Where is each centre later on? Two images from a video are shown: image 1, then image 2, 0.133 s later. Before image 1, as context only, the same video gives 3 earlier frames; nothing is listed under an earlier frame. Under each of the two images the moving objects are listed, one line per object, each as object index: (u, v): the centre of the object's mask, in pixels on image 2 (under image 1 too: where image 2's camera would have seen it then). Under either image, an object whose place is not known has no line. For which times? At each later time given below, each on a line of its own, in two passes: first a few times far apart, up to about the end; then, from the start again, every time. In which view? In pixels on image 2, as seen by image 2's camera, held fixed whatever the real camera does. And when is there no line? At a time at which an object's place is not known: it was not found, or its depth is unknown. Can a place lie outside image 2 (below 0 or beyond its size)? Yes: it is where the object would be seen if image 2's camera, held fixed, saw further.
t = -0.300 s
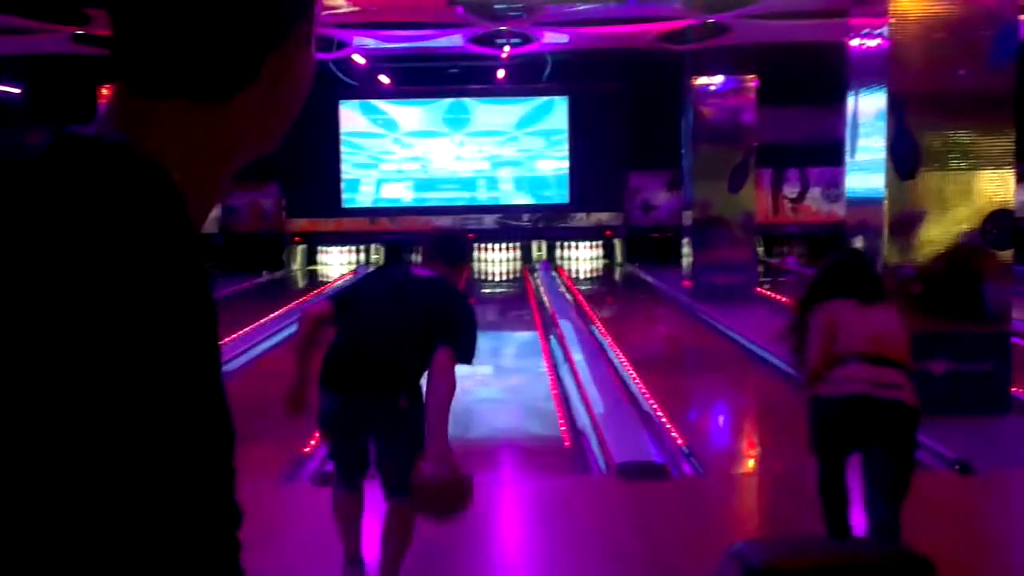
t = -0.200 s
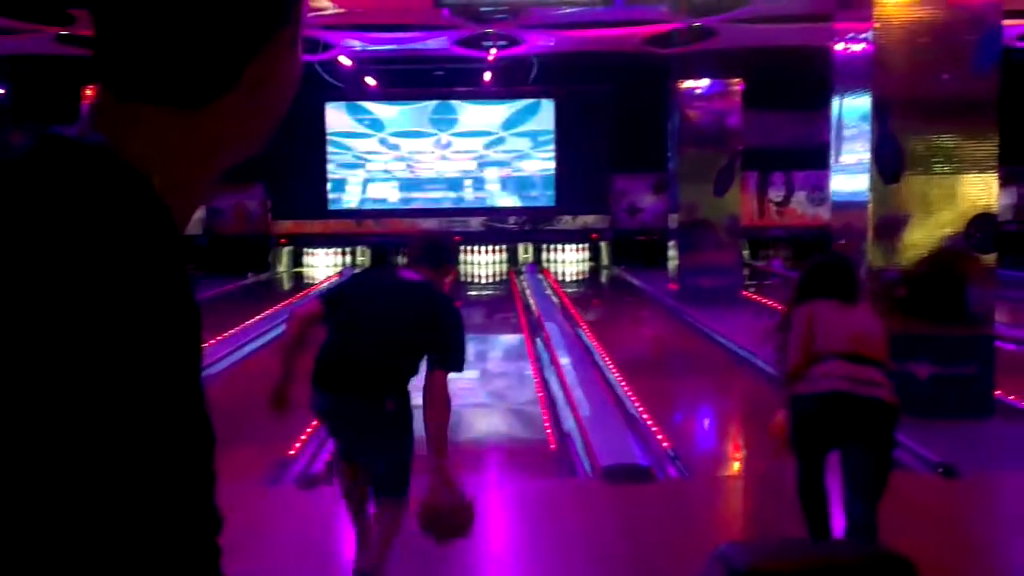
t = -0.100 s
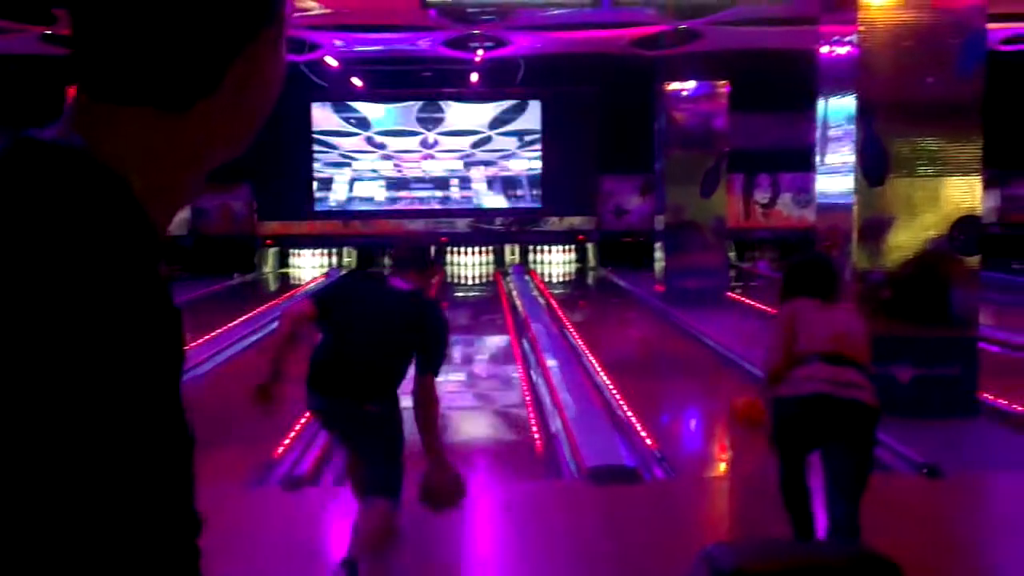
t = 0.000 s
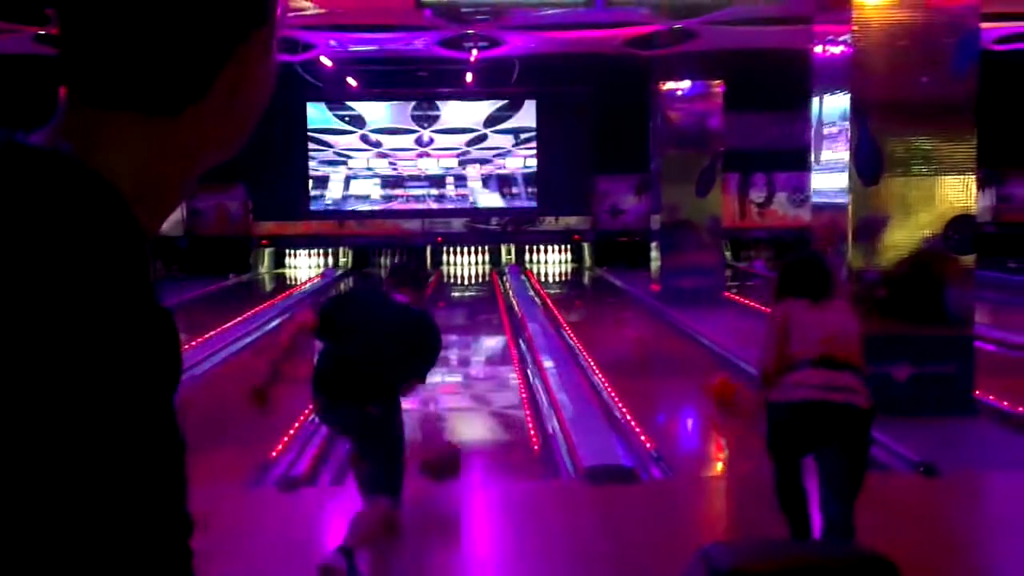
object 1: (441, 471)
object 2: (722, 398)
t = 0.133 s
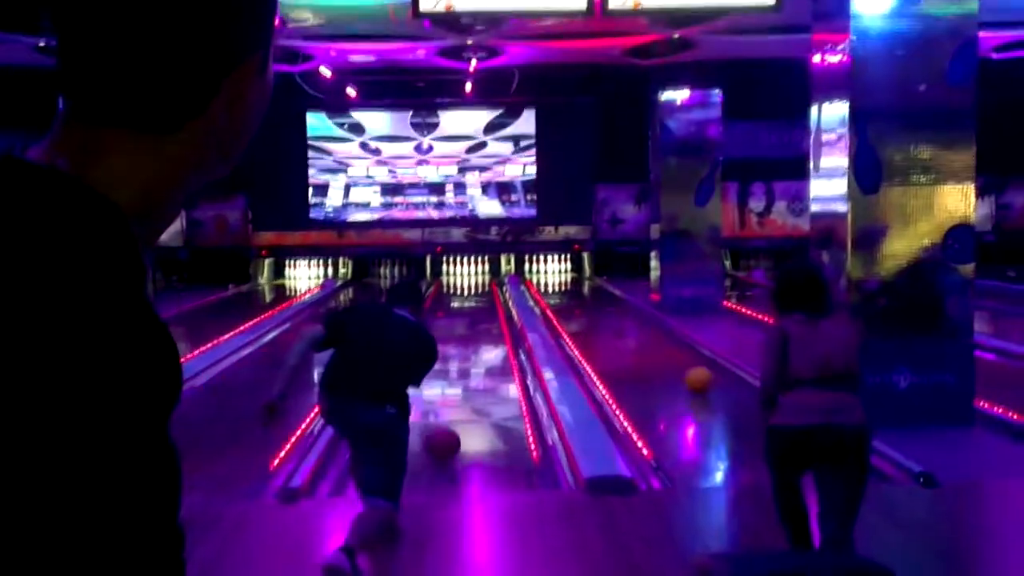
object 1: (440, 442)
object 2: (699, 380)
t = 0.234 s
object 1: (443, 421)
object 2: (681, 365)
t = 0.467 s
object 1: (447, 381)
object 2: (657, 341)
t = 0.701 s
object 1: (447, 353)
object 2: (636, 324)
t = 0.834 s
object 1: (449, 345)
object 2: (627, 316)
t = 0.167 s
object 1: (442, 436)
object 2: (692, 374)
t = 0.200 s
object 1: (443, 429)
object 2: (687, 370)
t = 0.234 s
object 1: (443, 421)
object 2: (681, 365)
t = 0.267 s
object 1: (444, 414)
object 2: (678, 361)
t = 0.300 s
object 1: (444, 408)
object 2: (675, 357)
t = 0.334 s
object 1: (445, 401)
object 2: (670, 352)
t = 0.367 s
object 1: (446, 396)
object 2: (668, 350)
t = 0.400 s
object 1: (445, 391)
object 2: (663, 348)
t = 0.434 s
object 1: (445, 386)
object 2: (659, 345)
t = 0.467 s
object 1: (447, 381)
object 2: (657, 341)
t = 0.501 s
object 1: (447, 378)
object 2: (655, 340)
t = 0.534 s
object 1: (446, 372)
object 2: (650, 335)
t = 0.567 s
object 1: (447, 368)
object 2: (647, 333)
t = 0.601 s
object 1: (447, 363)
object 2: (644, 330)
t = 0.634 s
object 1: (447, 360)
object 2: (642, 328)
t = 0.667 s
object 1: (447, 358)
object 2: (639, 326)
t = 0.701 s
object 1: (447, 353)
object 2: (636, 324)
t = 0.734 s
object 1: (448, 352)
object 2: (634, 322)
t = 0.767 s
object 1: (449, 350)
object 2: (631, 321)
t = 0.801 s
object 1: (449, 347)
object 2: (628, 318)
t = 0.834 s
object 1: (449, 345)
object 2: (627, 316)
